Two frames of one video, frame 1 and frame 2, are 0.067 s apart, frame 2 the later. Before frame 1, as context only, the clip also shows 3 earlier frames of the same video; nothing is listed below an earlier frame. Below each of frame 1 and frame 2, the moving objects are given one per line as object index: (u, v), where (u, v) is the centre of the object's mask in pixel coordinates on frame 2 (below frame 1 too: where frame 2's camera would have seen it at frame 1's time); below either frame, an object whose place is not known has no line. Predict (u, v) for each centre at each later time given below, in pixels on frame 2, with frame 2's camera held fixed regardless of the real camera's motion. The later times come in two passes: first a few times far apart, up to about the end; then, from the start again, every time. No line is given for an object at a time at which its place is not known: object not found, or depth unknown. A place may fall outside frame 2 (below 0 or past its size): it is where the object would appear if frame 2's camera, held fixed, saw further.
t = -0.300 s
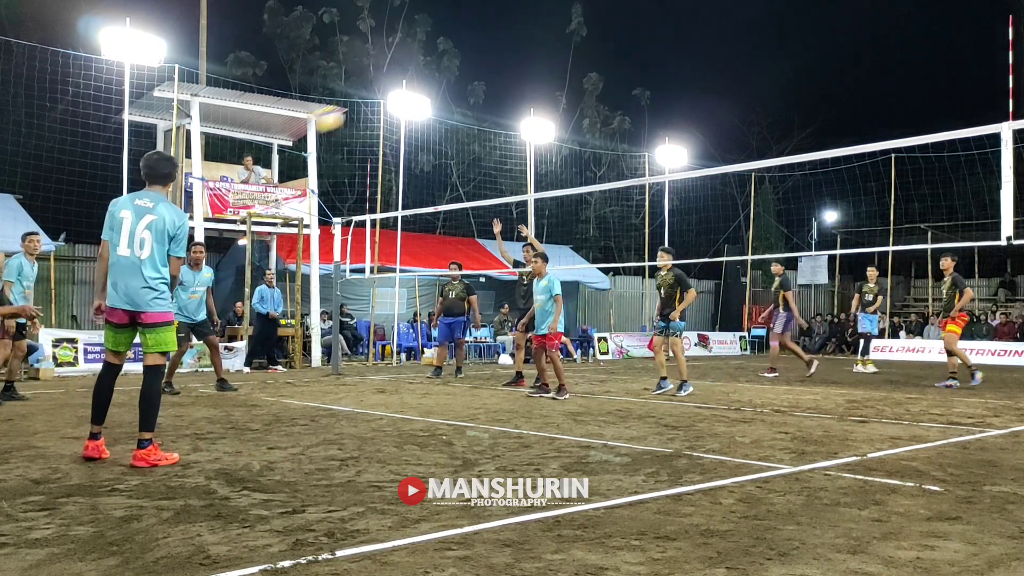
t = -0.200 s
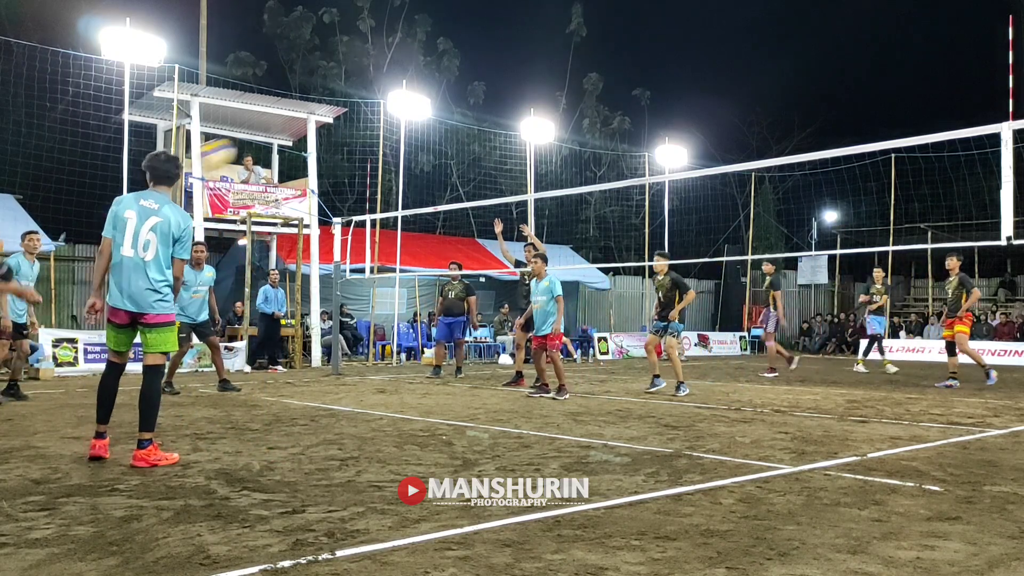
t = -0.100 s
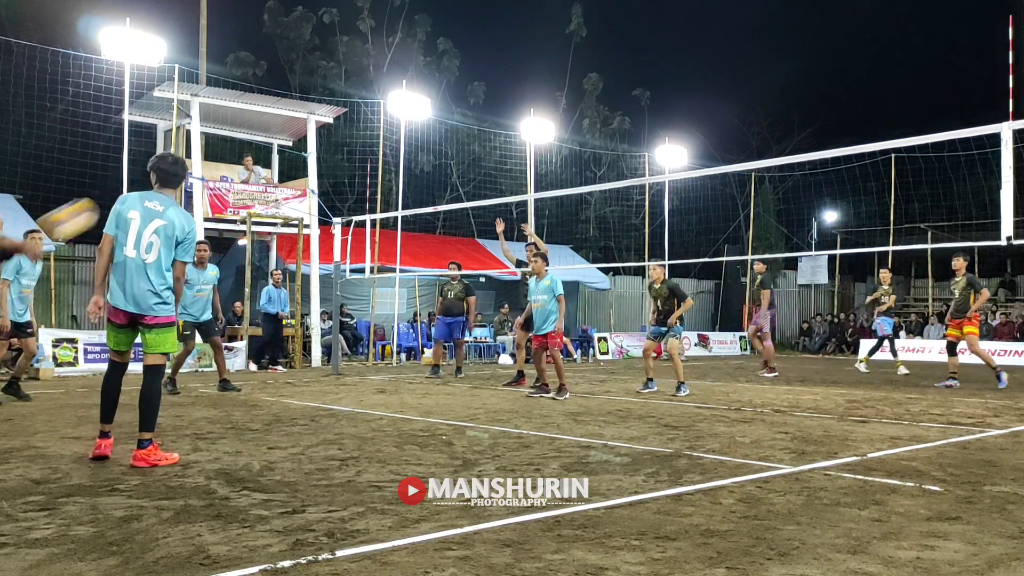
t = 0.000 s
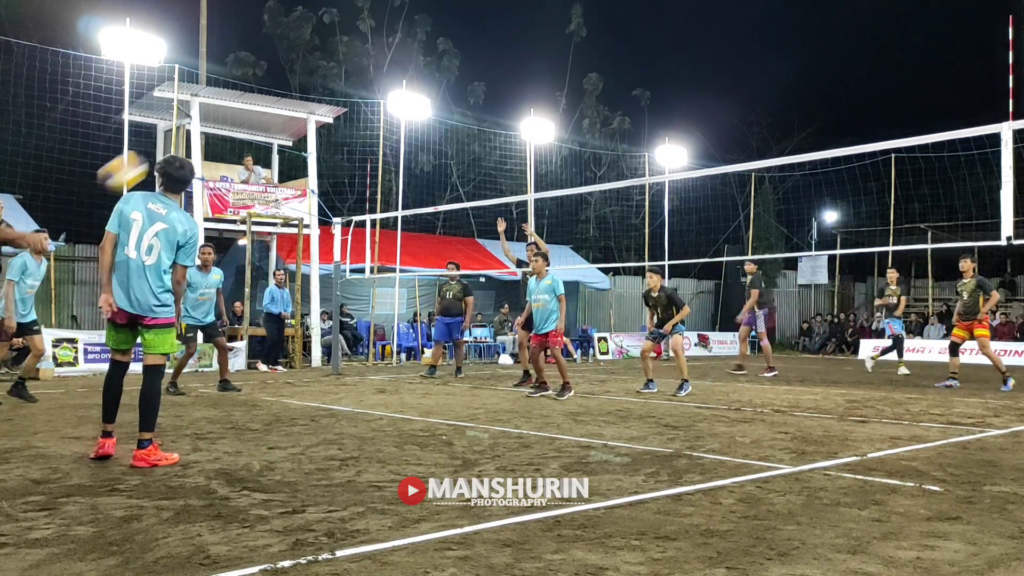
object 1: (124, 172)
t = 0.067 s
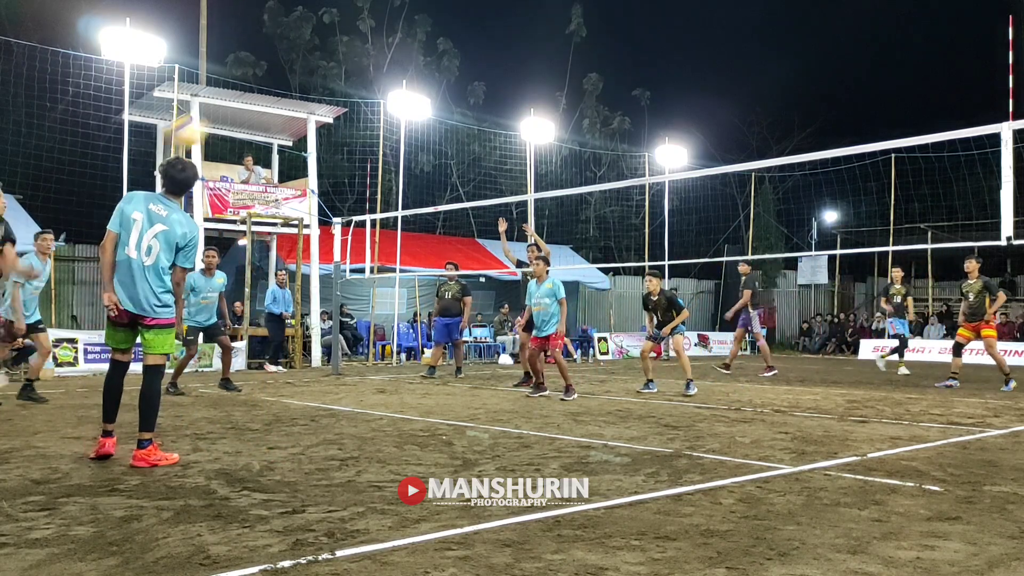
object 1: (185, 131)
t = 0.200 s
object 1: (299, 76)
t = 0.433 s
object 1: (463, 46)
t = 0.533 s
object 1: (524, 54)
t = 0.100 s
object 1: (218, 114)
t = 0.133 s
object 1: (248, 97)
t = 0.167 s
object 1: (273, 86)
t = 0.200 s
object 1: (299, 76)
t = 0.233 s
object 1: (325, 67)
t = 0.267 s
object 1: (350, 59)
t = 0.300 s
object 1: (374, 54)
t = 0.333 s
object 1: (398, 49)
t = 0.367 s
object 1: (420, 47)
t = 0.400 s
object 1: (442, 46)
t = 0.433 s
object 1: (463, 46)
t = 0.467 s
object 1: (484, 47)
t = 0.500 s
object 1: (504, 50)
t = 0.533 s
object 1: (524, 54)
